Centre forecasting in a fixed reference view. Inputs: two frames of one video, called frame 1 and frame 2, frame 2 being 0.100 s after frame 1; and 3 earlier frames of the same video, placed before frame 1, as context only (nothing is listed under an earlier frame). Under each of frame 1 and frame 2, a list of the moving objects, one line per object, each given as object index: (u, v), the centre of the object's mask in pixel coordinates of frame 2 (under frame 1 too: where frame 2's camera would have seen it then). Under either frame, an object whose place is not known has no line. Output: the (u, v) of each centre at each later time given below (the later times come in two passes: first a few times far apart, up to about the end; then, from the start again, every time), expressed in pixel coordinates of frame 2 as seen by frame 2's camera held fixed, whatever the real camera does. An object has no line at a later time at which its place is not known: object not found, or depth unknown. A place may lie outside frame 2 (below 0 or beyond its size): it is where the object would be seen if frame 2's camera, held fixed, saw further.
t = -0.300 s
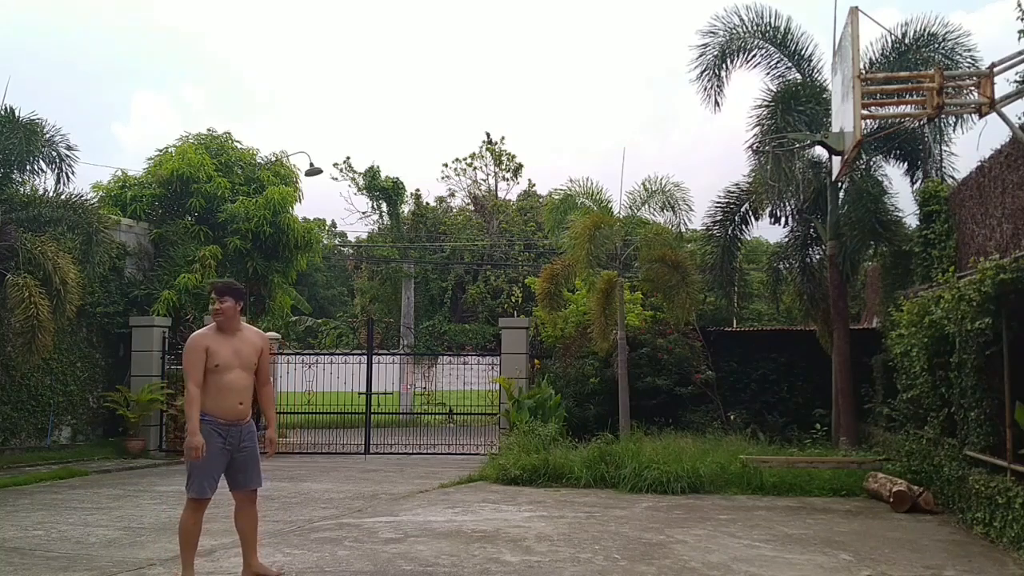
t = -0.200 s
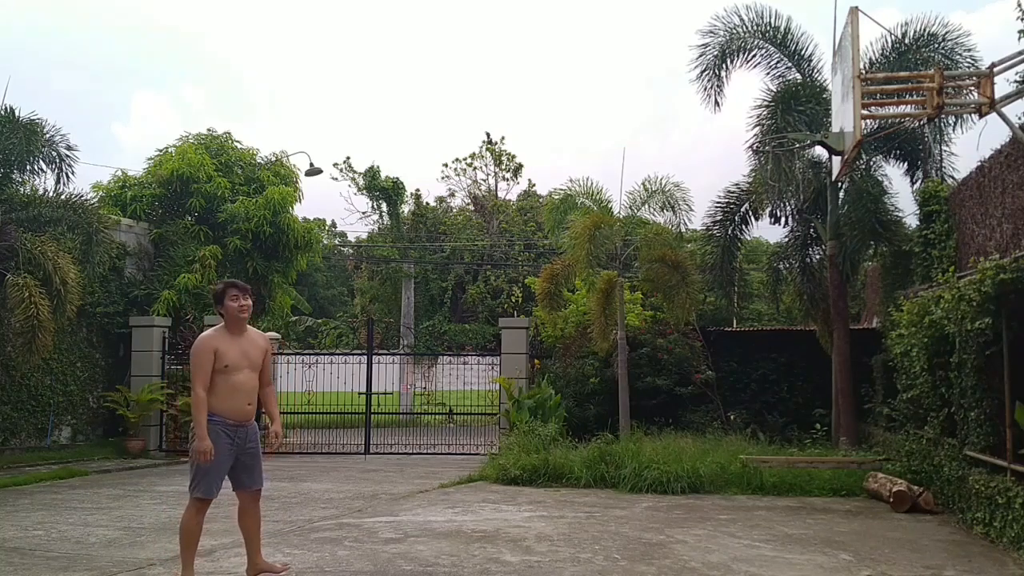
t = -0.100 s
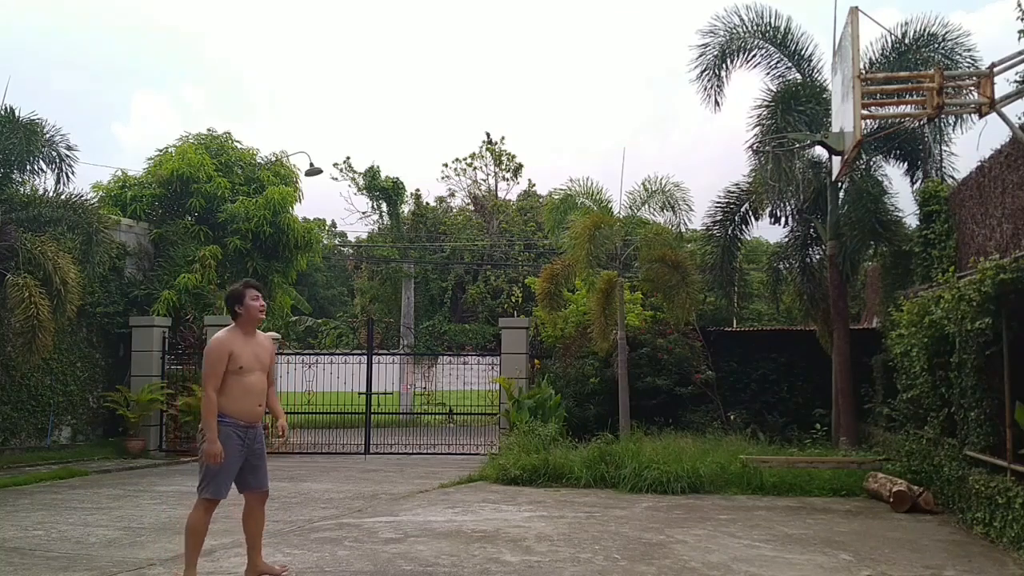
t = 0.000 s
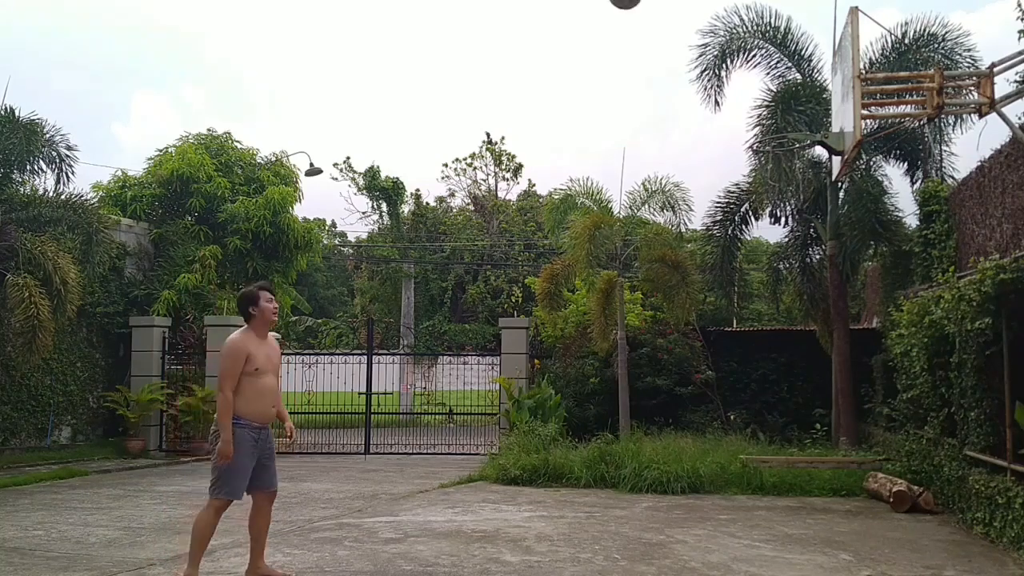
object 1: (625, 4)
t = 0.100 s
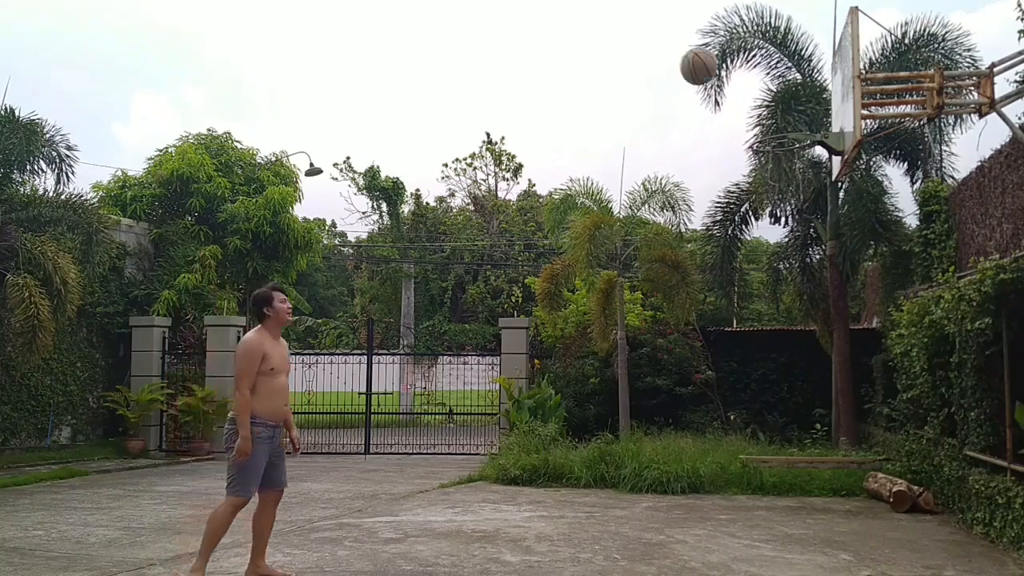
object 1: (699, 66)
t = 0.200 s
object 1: (772, 152)
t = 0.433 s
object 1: (937, 410)
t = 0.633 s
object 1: (995, 511)
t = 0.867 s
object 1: (903, 412)
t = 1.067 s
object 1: (832, 389)
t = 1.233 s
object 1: (777, 410)
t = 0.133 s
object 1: (722, 94)
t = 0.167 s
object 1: (747, 123)
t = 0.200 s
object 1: (772, 152)
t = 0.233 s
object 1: (794, 186)
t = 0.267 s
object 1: (819, 221)
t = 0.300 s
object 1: (842, 256)
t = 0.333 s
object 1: (865, 291)
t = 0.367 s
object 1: (890, 330)
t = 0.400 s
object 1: (913, 369)
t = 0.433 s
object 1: (937, 410)
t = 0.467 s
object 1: (960, 453)
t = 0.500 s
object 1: (982, 496)
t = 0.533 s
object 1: (1005, 541)
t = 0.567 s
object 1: (1014, 553)
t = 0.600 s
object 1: (1008, 531)
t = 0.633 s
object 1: (995, 511)
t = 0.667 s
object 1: (981, 492)
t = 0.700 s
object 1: (968, 476)
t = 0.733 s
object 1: (954, 458)
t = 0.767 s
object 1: (942, 444)
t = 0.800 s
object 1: (928, 431)
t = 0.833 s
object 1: (915, 421)
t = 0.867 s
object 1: (903, 412)
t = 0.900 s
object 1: (891, 405)
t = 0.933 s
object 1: (879, 398)
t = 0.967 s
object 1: (867, 395)
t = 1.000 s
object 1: (855, 391)
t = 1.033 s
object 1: (843, 389)
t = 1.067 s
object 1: (832, 389)
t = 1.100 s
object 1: (821, 391)
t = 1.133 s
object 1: (809, 394)
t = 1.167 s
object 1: (798, 397)
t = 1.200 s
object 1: (788, 403)
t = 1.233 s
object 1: (777, 410)
